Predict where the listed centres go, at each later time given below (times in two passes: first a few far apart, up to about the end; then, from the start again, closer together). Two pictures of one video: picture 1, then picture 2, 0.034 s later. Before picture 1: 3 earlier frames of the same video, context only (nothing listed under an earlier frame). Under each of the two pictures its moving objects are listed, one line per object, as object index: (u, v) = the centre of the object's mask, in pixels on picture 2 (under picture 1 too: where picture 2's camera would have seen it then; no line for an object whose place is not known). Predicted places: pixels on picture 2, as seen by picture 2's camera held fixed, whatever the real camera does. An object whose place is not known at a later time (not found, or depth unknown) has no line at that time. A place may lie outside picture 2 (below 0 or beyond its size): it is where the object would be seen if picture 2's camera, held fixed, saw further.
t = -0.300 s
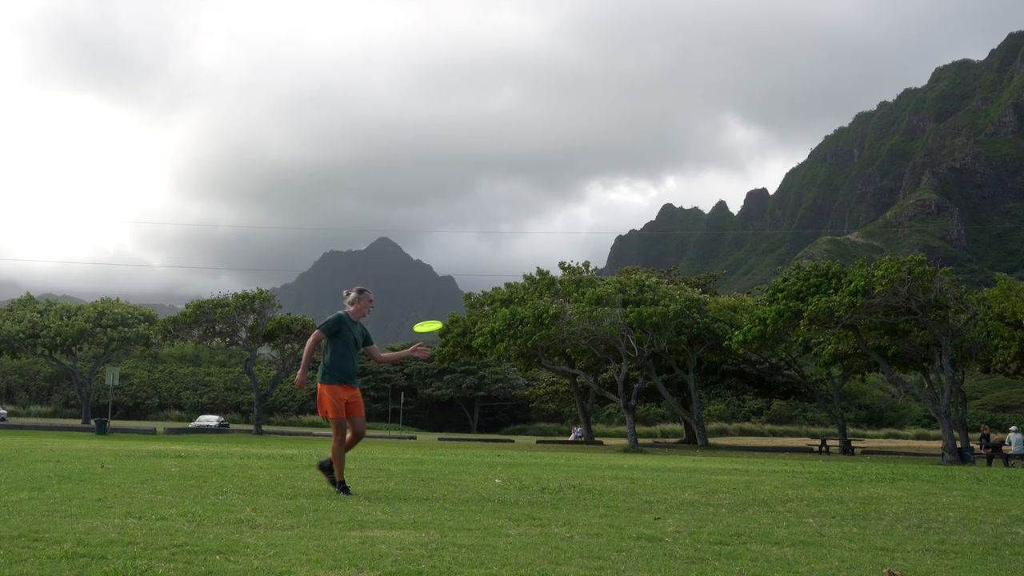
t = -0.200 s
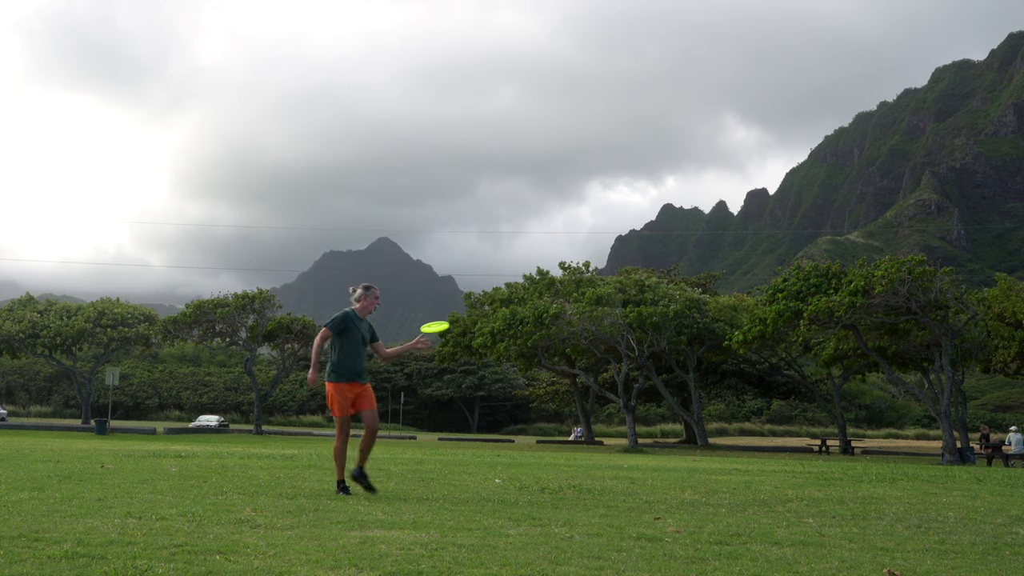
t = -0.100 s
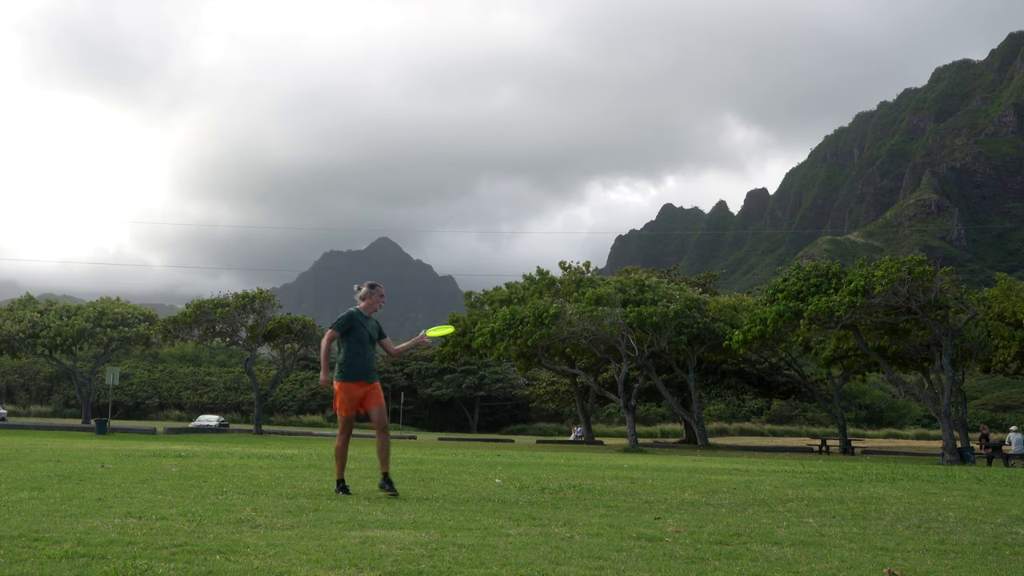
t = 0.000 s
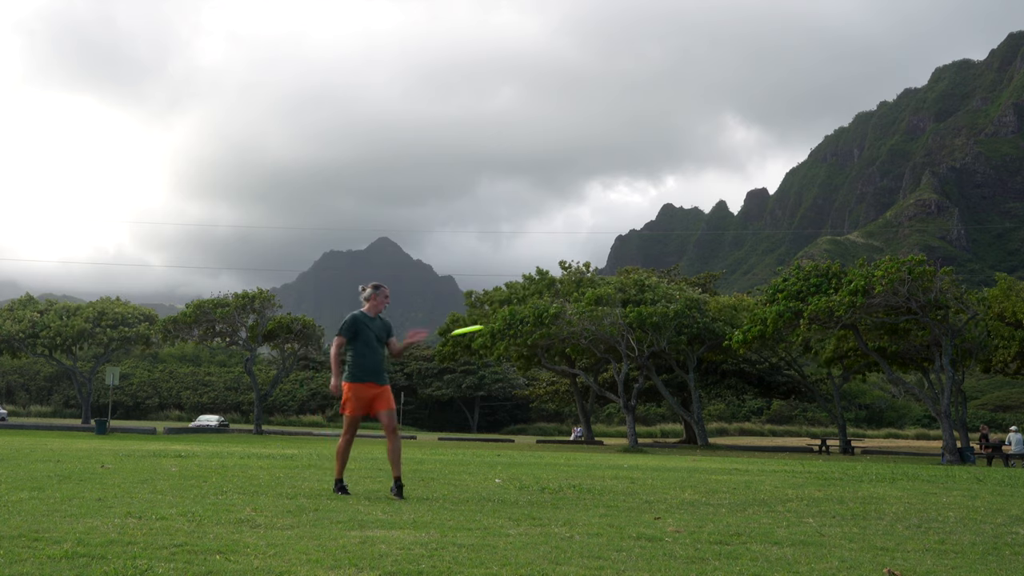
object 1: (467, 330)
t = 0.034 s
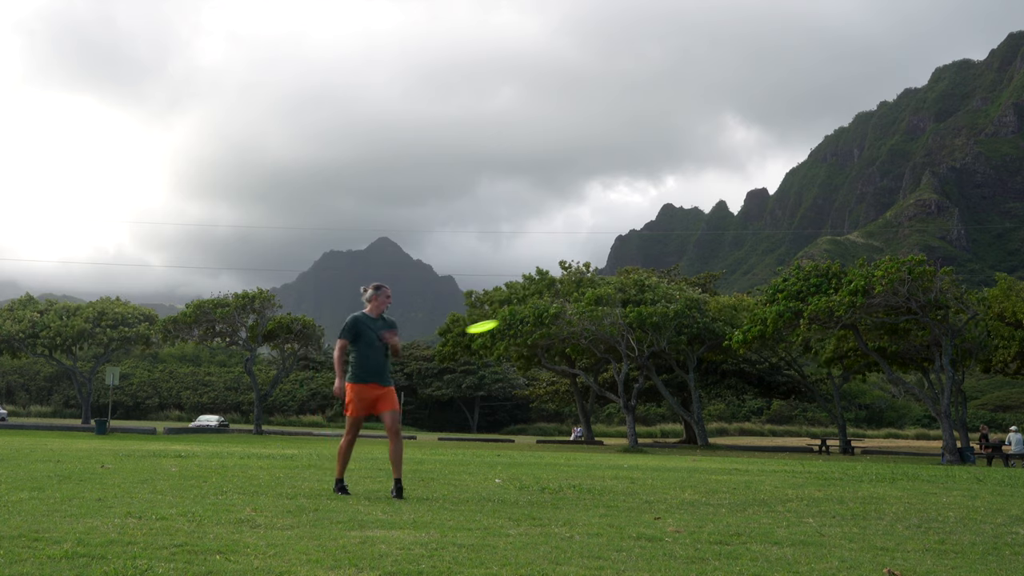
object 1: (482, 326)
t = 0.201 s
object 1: (547, 307)
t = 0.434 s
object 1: (622, 278)
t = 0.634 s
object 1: (671, 265)
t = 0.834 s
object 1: (707, 259)
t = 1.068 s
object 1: (733, 267)
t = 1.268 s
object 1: (738, 282)
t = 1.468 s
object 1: (728, 306)
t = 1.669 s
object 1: (699, 337)
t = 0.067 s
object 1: (496, 323)
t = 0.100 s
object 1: (509, 319)
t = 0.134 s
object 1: (521, 315)
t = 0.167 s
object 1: (534, 311)
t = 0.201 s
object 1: (547, 307)
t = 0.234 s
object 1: (559, 302)
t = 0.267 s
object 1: (571, 298)
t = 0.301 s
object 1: (581, 294)
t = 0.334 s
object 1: (592, 290)
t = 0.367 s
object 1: (602, 286)
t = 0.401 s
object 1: (612, 282)
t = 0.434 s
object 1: (622, 278)
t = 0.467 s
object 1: (631, 275)
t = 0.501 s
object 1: (640, 272)
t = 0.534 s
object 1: (648, 270)
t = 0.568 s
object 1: (657, 268)
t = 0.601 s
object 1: (664, 266)
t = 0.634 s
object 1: (671, 265)
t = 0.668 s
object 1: (678, 263)
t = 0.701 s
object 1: (685, 262)
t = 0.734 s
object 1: (691, 261)
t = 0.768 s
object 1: (697, 260)
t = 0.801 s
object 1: (702, 259)
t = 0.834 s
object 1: (707, 259)
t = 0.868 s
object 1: (712, 259)
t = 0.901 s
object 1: (717, 259)
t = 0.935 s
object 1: (720, 260)
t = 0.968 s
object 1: (724, 262)
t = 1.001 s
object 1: (728, 263)
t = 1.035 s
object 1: (731, 265)
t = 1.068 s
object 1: (733, 267)
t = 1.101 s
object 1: (735, 268)
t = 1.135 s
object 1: (736, 271)
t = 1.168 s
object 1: (737, 273)
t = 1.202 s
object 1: (738, 275)
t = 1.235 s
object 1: (738, 279)
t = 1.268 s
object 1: (738, 282)
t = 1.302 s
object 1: (738, 285)
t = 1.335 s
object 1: (736, 289)
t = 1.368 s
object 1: (735, 292)
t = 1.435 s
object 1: (730, 301)
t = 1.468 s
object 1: (728, 306)
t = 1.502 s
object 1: (724, 311)
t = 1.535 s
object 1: (720, 316)
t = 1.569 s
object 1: (716, 321)
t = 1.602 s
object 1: (711, 326)
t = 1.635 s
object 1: (705, 331)
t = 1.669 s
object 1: (699, 337)
